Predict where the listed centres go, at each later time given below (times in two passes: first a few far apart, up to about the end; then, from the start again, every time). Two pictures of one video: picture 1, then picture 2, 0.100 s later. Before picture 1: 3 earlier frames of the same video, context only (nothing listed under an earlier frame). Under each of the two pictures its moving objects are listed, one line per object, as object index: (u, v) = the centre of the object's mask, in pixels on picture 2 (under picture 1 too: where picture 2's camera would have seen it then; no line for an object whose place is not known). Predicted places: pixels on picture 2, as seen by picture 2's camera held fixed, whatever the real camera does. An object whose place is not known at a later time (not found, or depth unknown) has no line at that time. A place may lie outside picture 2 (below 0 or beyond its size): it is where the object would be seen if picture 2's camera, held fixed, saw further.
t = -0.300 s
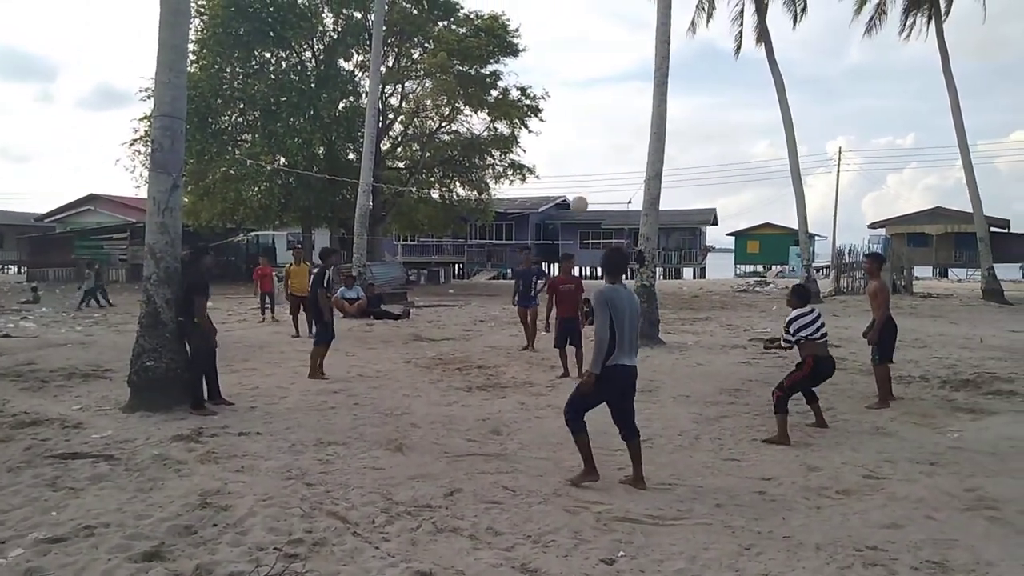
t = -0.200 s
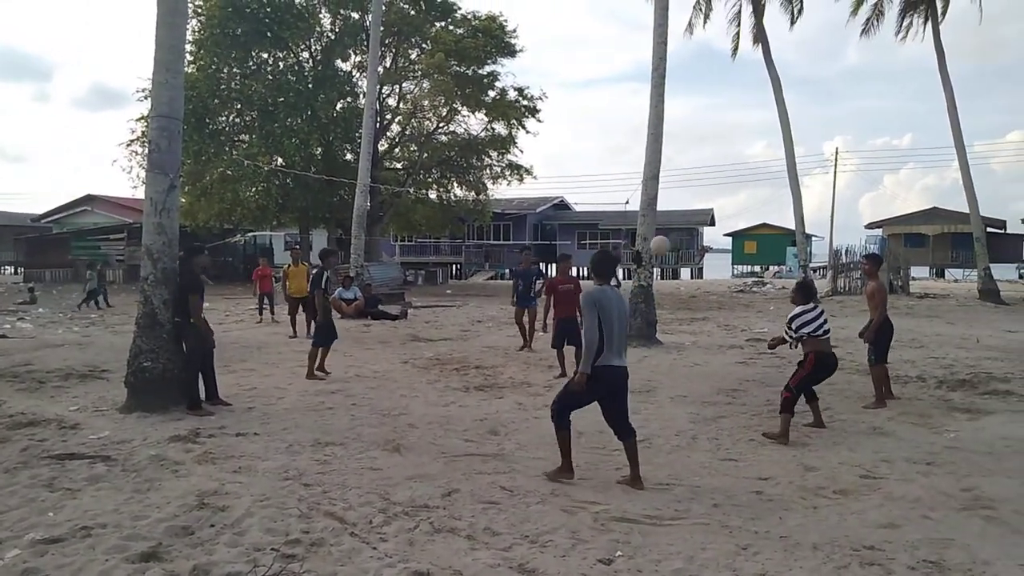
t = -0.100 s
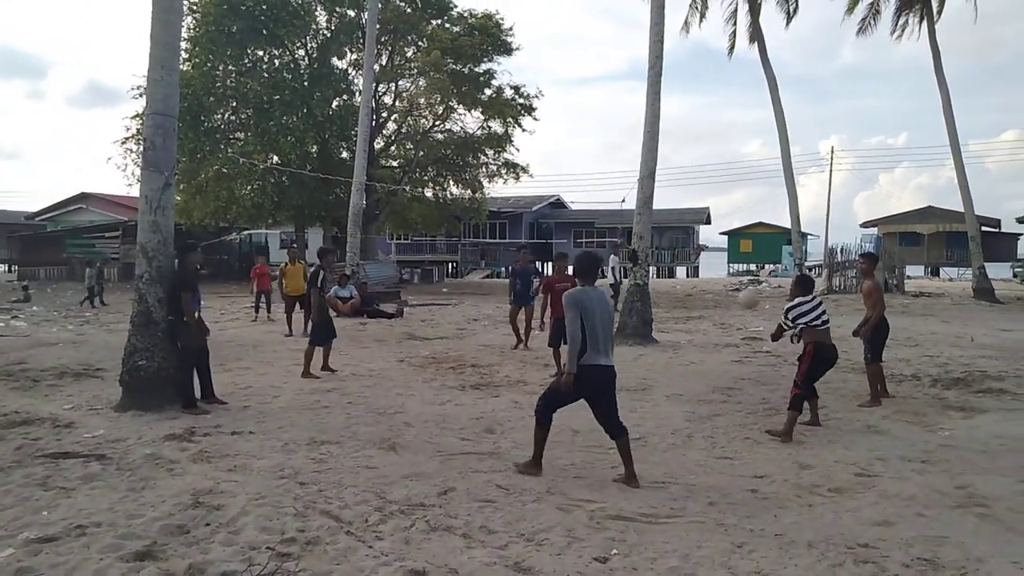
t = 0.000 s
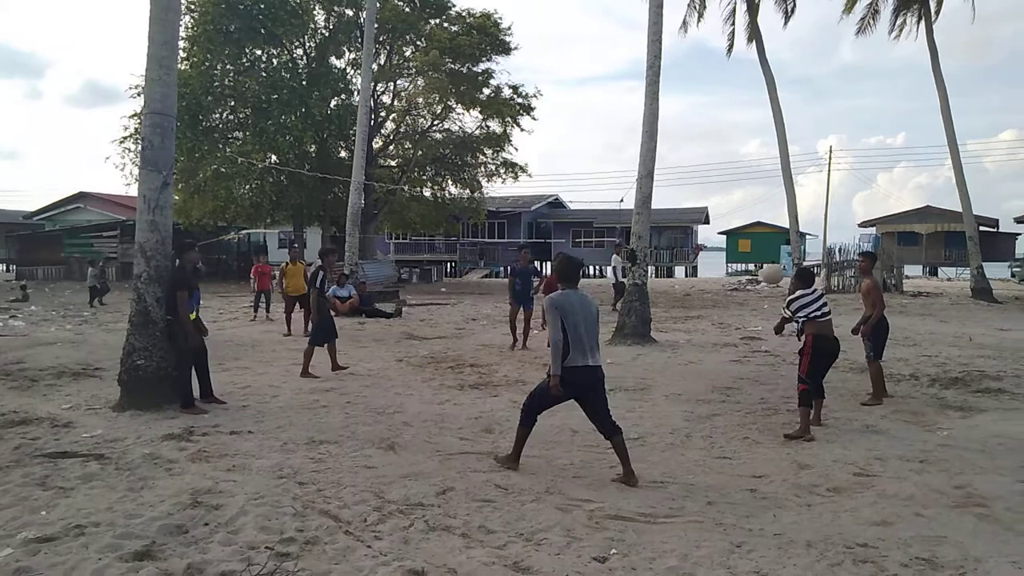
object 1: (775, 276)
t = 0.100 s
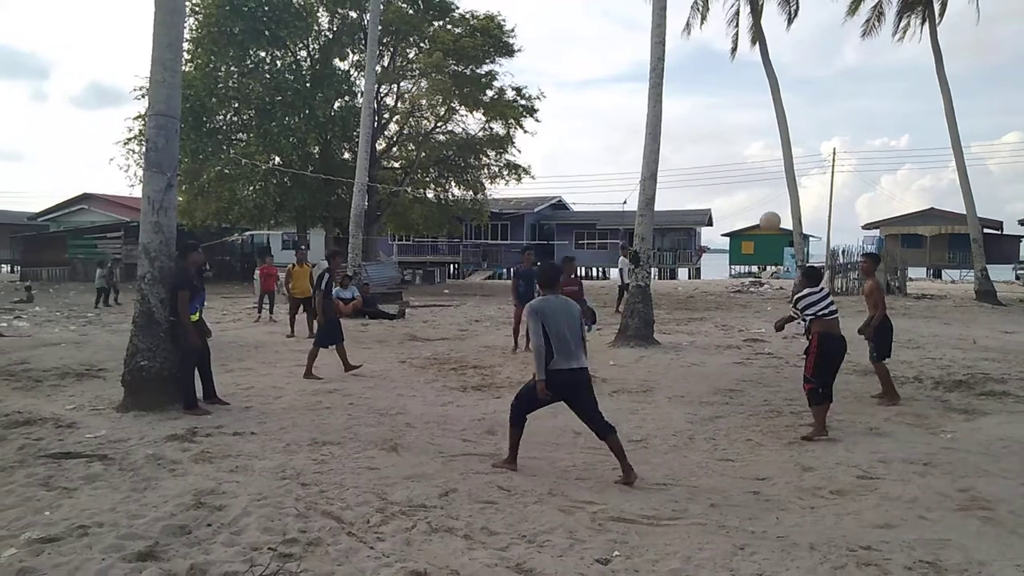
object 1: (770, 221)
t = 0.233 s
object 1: (762, 165)
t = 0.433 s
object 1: (751, 115)
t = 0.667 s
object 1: (737, 106)
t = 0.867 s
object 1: (725, 137)
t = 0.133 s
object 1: (768, 205)
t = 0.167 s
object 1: (766, 191)
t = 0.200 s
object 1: (764, 177)
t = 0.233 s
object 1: (762, 165)
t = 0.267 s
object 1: (760, 154)
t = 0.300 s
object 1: (758, 144)
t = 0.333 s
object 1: (756, 135)
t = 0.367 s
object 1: (754, 128)
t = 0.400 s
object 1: (752, 121)
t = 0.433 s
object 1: (751, 115)
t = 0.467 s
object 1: (749, 111)
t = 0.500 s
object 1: (747, 107)
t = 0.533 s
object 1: (745, 105)
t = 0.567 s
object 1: (743, 104)
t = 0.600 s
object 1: (741, 103)
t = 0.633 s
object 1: (739, 104)
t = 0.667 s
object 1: (737, 106)
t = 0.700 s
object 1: (735, 109)
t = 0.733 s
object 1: (733, 112)
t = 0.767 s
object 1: (731, 117)
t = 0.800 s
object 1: (729, 123)
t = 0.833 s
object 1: (727, 129)
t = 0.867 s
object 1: (725, 137)
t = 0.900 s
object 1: (723, 145)
